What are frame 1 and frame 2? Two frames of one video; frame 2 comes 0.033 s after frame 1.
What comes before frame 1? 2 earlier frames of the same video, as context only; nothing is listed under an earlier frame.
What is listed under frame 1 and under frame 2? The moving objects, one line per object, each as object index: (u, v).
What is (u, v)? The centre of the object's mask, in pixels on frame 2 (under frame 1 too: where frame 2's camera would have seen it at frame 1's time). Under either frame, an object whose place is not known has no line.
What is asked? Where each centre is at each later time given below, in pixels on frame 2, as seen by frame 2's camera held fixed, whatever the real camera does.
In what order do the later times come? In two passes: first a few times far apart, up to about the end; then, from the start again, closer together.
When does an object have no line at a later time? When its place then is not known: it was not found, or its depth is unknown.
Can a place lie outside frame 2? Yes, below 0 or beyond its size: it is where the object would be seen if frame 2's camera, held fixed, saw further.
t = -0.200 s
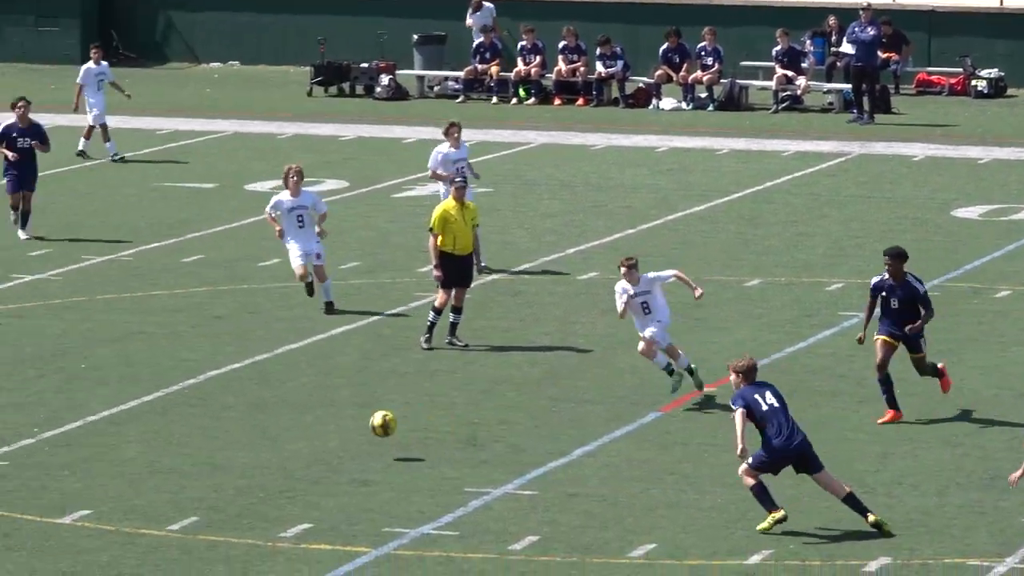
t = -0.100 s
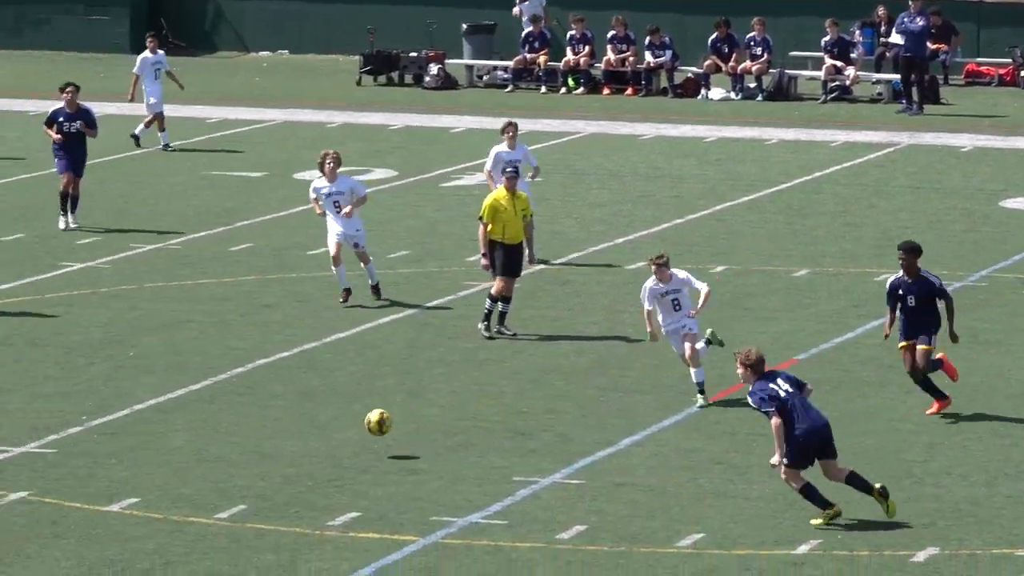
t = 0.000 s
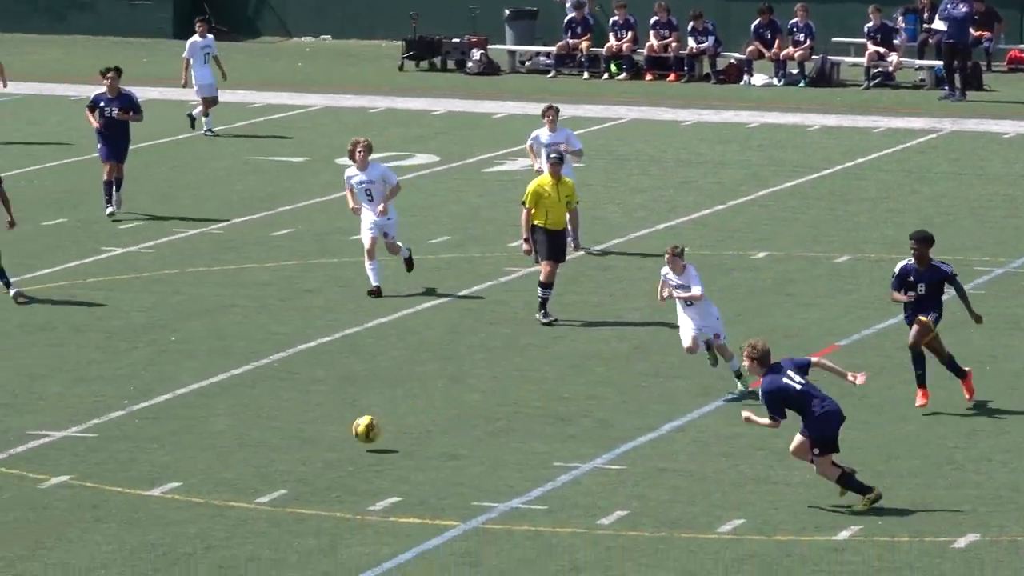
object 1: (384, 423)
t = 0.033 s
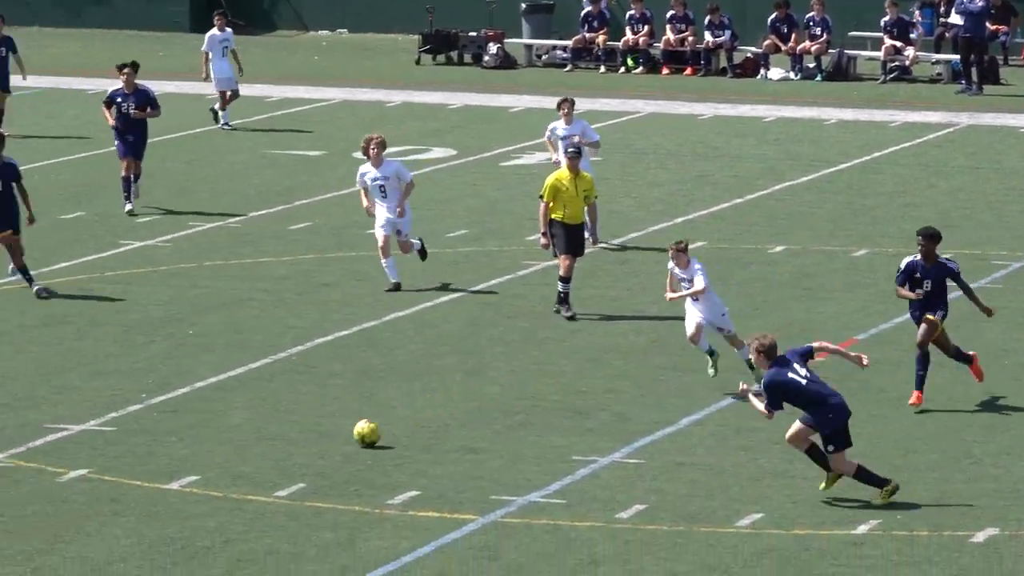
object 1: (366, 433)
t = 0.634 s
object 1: (27, 483)
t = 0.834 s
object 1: (-95, 504)
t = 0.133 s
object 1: (312, 430)
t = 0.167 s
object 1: (294, 430)
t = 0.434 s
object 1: (145, 463)
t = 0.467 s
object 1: (126, 464)
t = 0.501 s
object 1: (107, 466)
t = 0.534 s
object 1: (87, 471)
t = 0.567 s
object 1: (67, 477)
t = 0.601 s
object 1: (47, 484)
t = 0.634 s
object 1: (27, 483)
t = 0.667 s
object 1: (7, 485)
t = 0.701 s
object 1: (-13, 487)
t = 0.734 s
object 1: (-34, 491)
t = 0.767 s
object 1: (-54, 496)
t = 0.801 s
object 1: (-74, 502)
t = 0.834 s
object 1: (-95, 504)
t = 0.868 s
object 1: (-115, 505)
